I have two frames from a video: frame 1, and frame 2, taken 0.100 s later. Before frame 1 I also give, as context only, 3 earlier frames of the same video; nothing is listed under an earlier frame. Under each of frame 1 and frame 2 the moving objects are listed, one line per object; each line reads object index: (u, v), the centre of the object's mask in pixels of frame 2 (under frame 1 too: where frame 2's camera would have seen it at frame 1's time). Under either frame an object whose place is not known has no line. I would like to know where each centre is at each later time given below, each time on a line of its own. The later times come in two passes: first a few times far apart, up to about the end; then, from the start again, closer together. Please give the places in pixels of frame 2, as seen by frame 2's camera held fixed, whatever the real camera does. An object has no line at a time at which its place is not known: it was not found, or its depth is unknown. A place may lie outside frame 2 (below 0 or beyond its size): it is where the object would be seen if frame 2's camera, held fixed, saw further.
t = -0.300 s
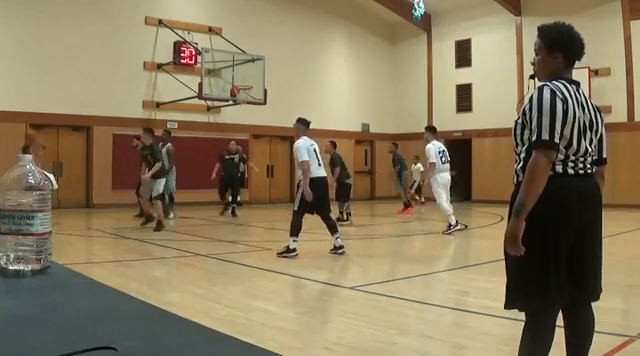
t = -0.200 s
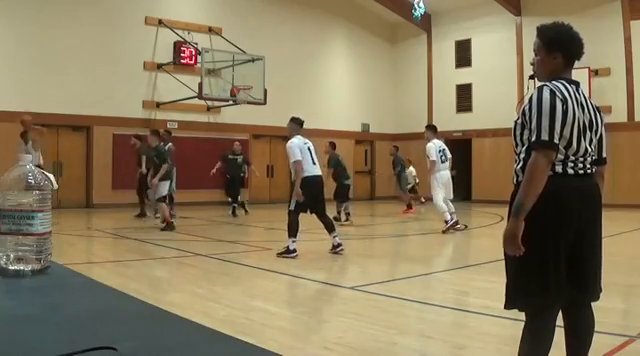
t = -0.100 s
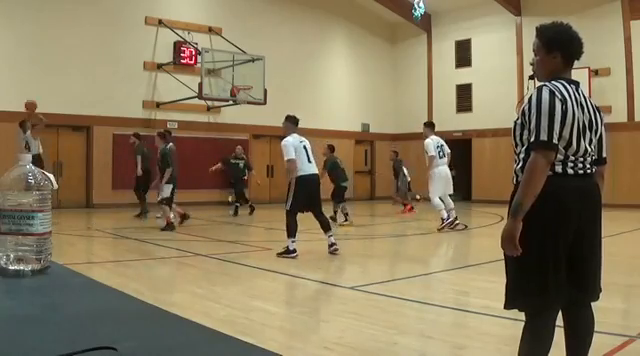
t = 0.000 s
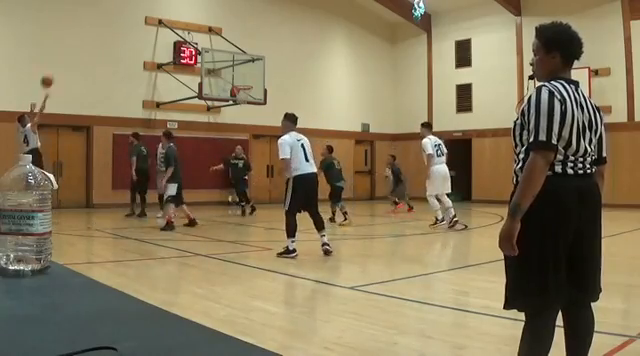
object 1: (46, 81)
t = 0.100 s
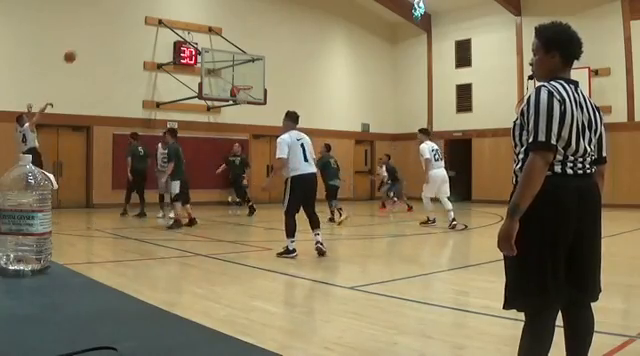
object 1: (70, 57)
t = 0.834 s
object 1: (203, 37)
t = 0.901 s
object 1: (213, 46)
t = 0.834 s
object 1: (203, 37)
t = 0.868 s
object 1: (208, 41)
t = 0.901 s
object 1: (213, 46)
